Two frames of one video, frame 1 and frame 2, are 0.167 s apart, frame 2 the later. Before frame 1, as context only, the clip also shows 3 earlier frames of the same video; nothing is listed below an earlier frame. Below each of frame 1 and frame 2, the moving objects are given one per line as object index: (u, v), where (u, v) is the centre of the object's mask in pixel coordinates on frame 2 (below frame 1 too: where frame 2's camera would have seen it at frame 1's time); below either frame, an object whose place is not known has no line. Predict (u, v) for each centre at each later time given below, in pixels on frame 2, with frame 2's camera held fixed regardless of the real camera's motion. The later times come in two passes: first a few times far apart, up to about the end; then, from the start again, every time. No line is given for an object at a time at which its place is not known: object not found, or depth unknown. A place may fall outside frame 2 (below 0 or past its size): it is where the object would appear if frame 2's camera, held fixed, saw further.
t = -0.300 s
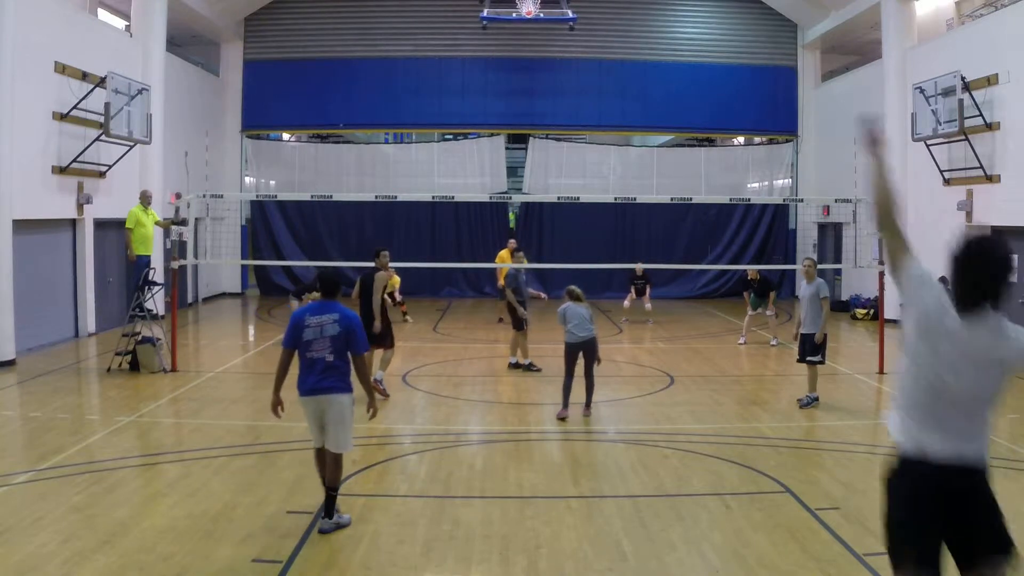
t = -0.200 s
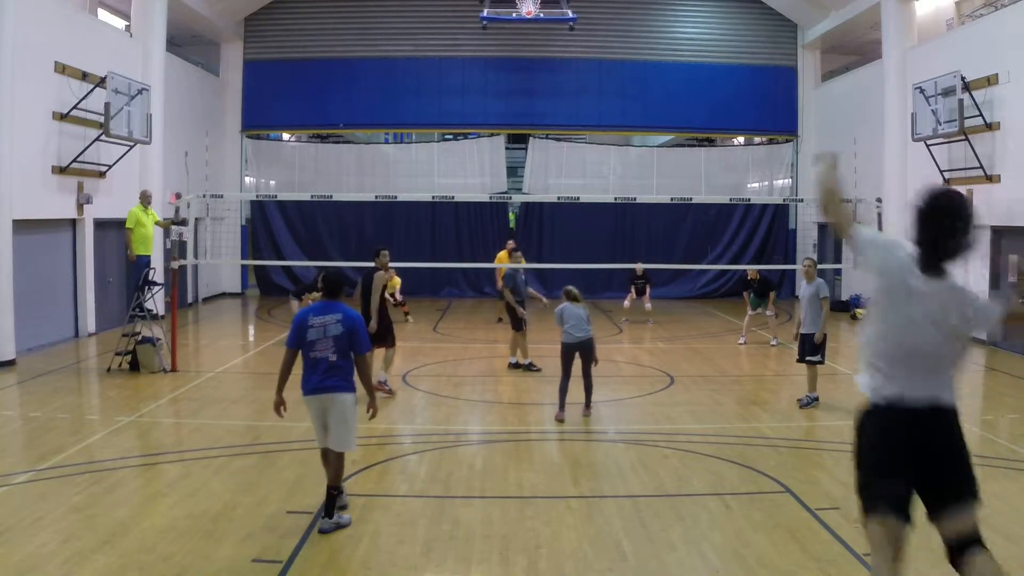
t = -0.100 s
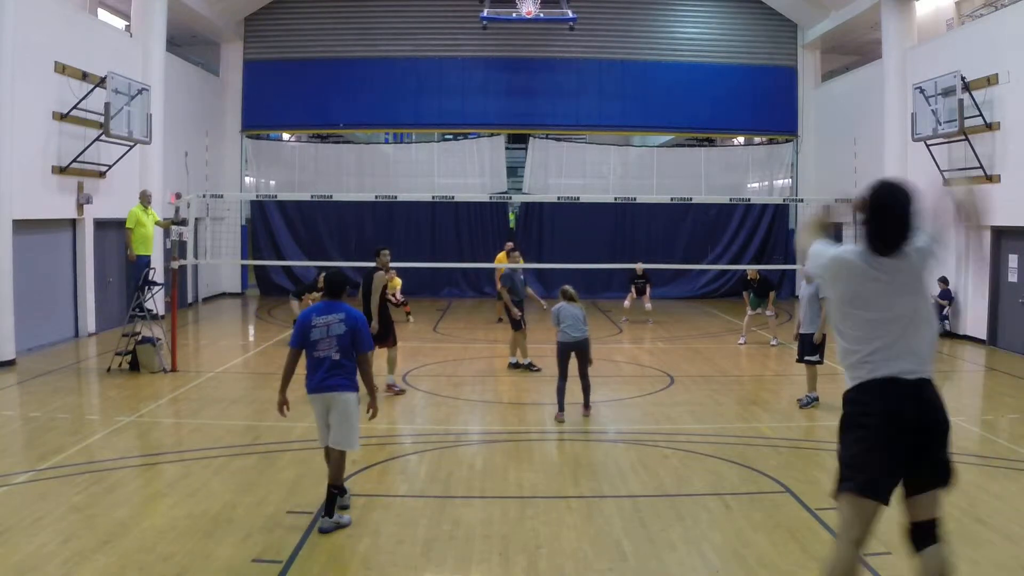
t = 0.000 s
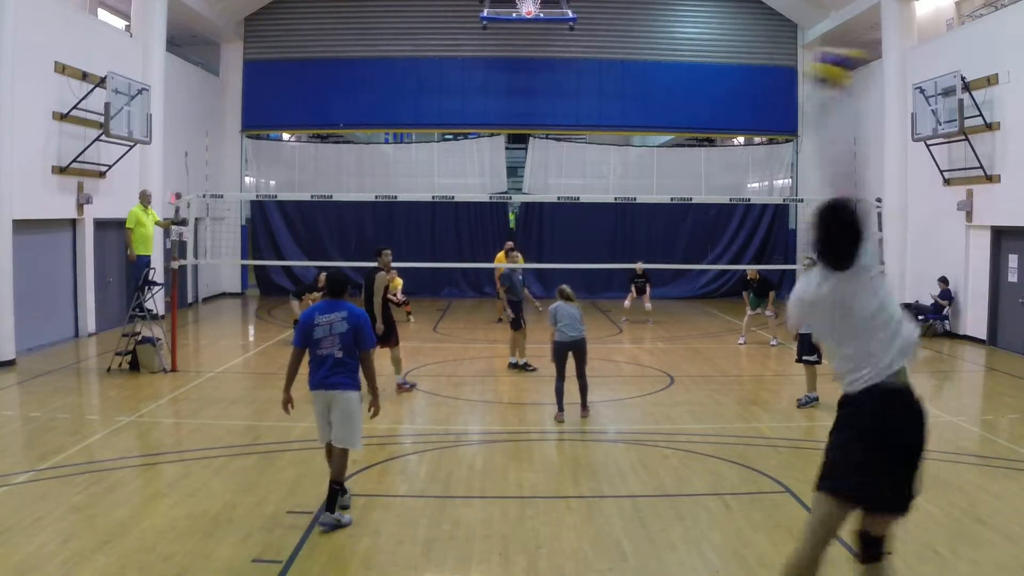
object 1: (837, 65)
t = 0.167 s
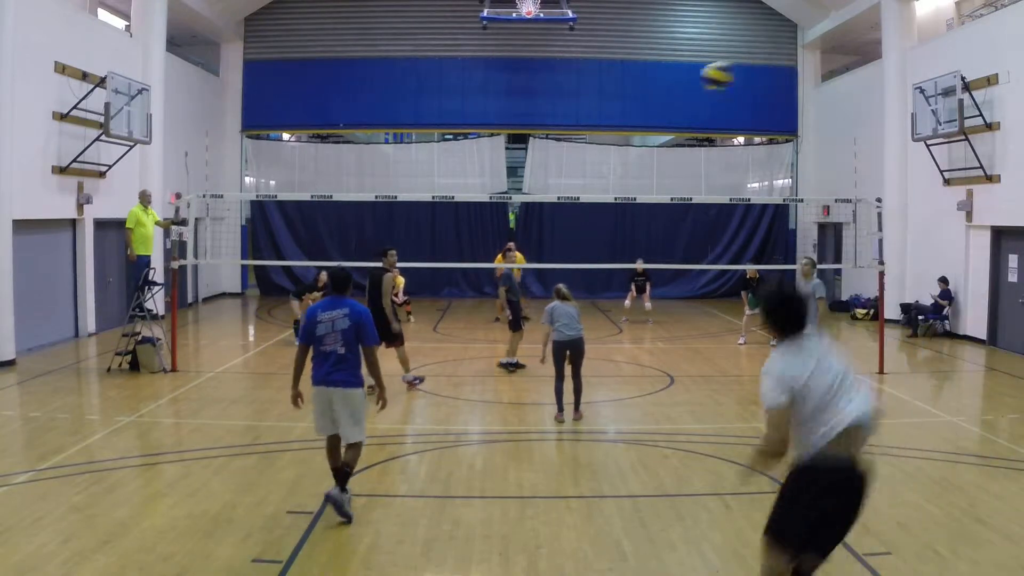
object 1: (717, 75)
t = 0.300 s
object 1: (676, 95)
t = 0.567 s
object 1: (633, 148)
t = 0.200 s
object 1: (703, 79)
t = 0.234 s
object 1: (693, 85)
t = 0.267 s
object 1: (684, 90)
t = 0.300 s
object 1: (676, 95)
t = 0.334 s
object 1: (669, 101)
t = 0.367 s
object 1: (662, 107)
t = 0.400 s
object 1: (657, 113)
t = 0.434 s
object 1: (651, 119)
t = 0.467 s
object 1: (646, 125)
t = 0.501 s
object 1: (642, 133)
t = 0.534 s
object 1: (638, 140)
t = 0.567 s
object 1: (633, 148)
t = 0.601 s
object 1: (630, 156)
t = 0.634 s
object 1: (627, 164)
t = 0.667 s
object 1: (625, 173)
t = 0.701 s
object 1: (621, 181)
